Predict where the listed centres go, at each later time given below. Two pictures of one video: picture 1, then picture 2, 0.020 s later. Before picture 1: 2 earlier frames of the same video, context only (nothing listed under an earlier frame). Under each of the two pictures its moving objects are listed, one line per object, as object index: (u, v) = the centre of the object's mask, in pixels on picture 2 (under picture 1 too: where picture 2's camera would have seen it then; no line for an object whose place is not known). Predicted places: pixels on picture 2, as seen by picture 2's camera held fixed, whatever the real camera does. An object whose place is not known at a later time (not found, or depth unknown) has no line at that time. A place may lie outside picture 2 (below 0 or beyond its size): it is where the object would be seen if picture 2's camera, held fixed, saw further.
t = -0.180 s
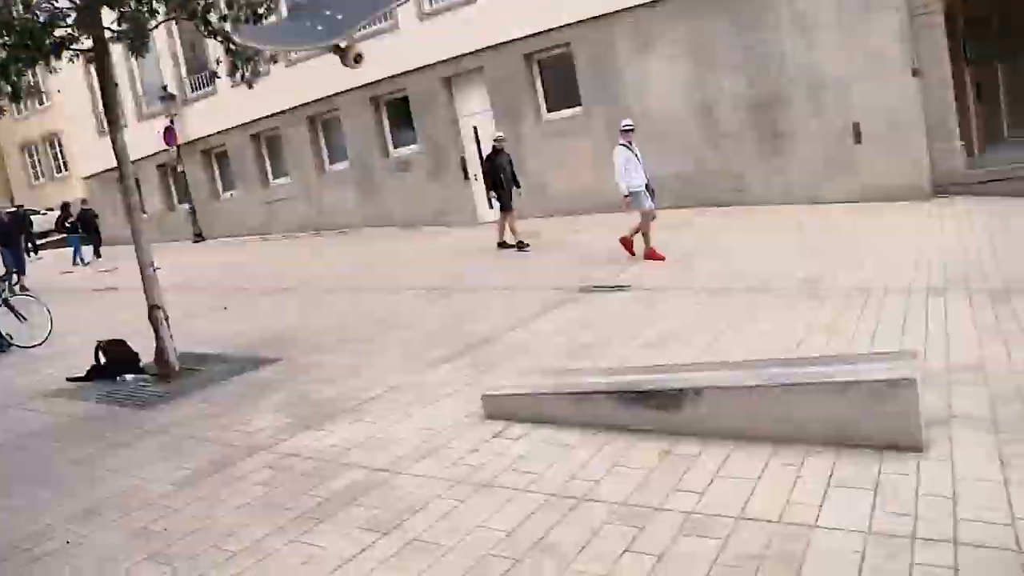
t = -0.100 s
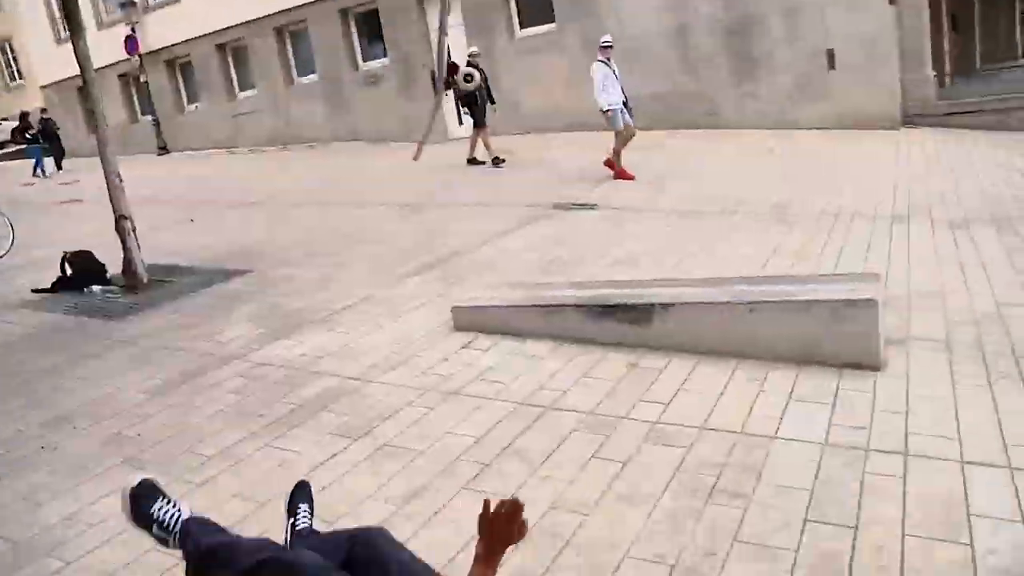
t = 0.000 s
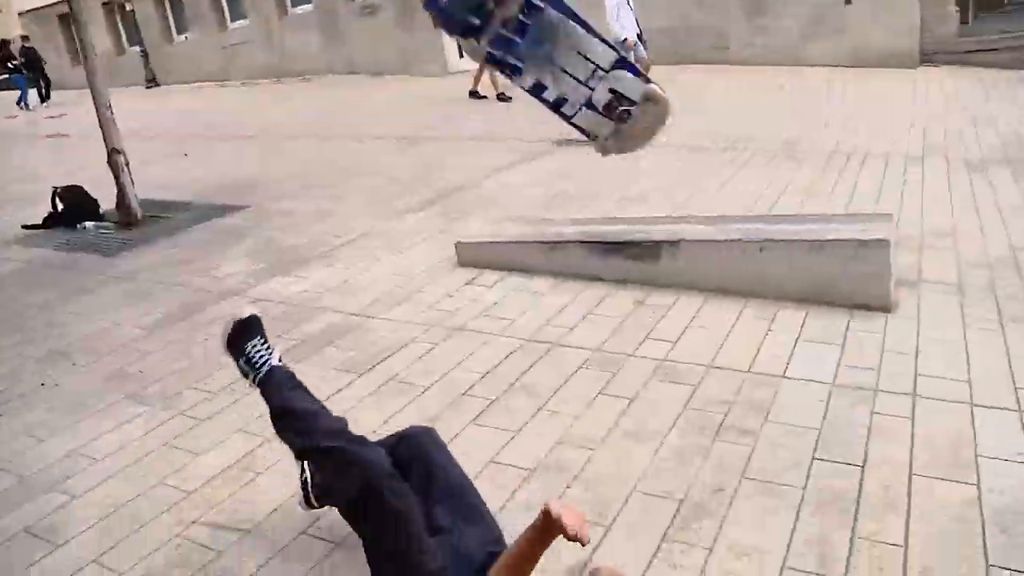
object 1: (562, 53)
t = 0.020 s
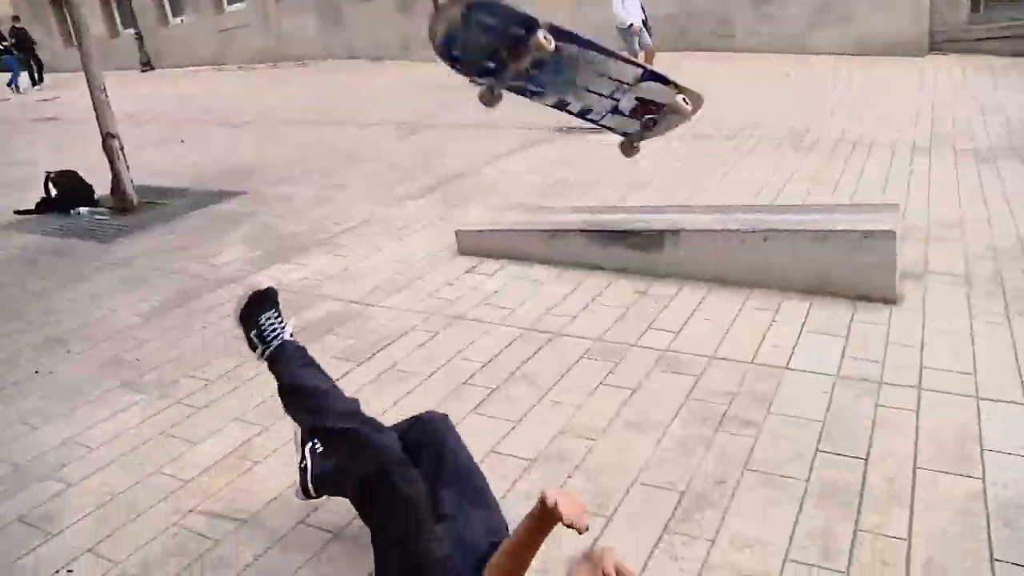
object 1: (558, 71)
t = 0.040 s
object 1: (570, 112)
